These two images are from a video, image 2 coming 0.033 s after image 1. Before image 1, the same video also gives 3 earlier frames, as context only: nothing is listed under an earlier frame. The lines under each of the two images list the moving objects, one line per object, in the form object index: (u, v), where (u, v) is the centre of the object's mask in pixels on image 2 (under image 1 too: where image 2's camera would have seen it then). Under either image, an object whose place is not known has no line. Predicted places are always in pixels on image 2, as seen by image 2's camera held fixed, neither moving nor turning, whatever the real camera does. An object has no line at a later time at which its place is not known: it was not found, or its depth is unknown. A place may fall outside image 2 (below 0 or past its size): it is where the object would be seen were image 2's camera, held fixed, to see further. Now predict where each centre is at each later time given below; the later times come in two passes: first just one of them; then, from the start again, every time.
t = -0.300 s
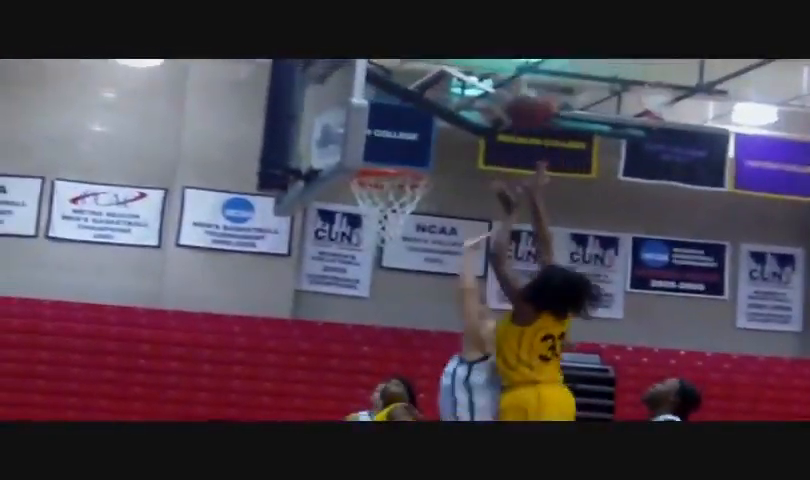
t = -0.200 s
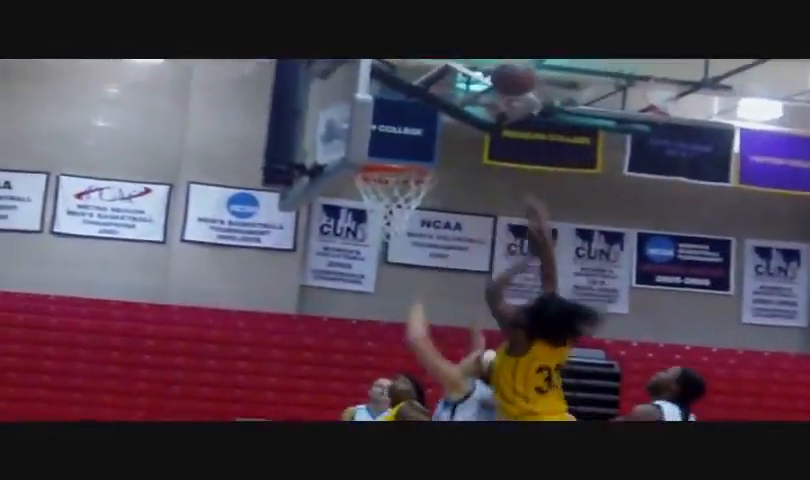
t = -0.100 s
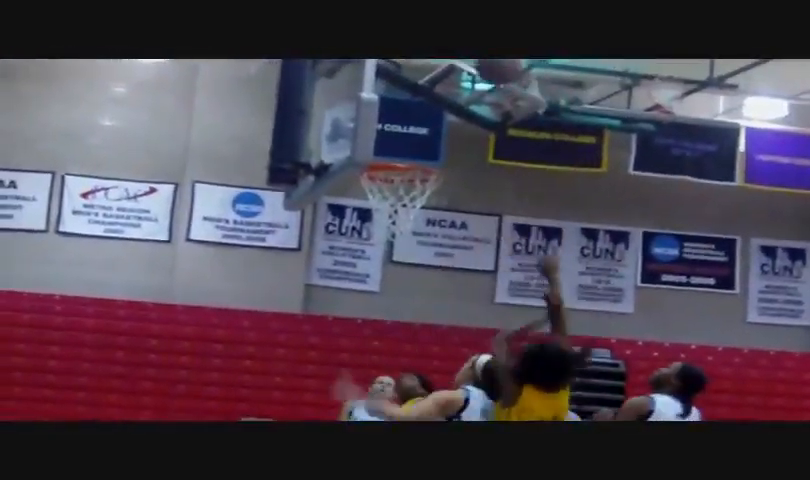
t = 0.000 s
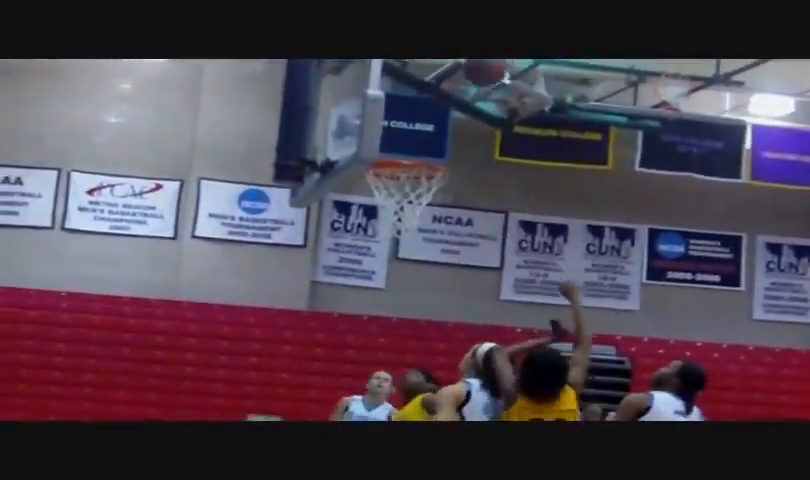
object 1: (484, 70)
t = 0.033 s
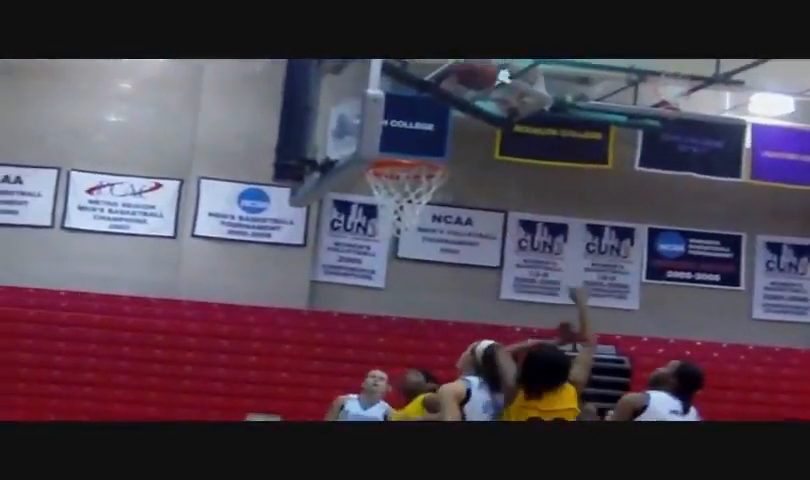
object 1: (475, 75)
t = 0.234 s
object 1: (435, 131)
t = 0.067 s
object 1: (469, 81)
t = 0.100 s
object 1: (463, 86)
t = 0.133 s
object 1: (454, 95)
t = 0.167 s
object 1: (449, 105)
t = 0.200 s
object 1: (442, 118)
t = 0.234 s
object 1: (435, 131)
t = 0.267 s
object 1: (427, 146)
